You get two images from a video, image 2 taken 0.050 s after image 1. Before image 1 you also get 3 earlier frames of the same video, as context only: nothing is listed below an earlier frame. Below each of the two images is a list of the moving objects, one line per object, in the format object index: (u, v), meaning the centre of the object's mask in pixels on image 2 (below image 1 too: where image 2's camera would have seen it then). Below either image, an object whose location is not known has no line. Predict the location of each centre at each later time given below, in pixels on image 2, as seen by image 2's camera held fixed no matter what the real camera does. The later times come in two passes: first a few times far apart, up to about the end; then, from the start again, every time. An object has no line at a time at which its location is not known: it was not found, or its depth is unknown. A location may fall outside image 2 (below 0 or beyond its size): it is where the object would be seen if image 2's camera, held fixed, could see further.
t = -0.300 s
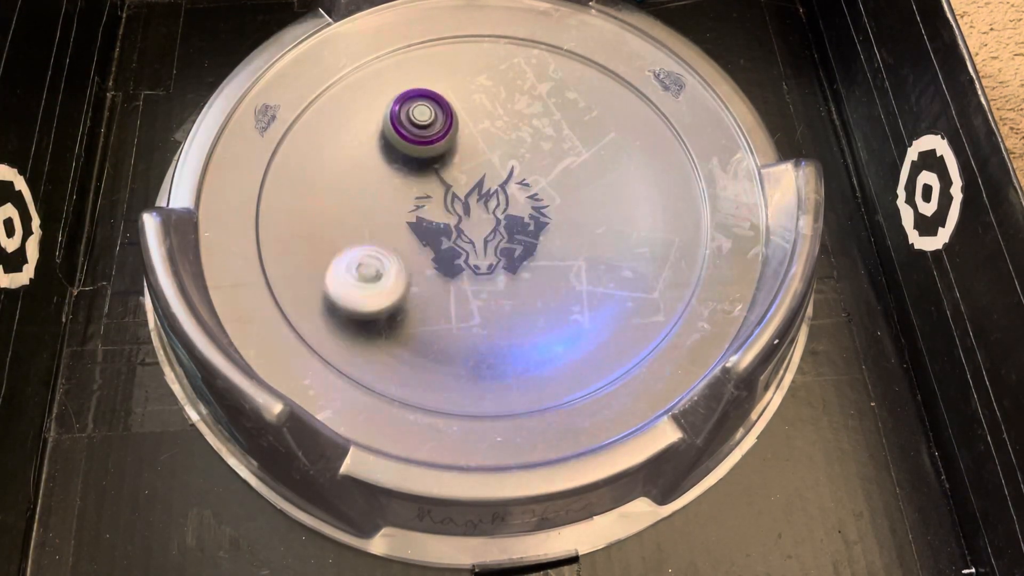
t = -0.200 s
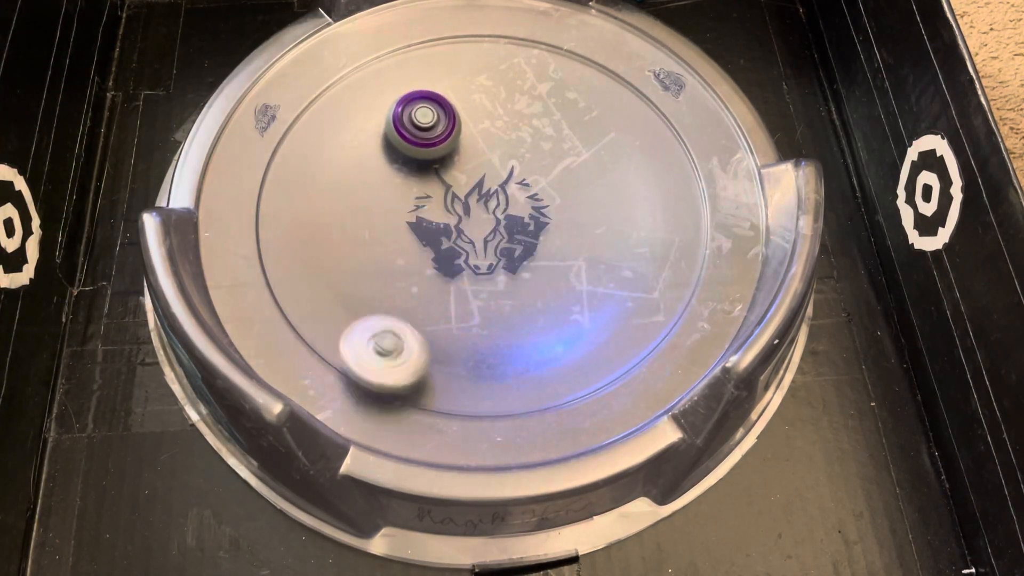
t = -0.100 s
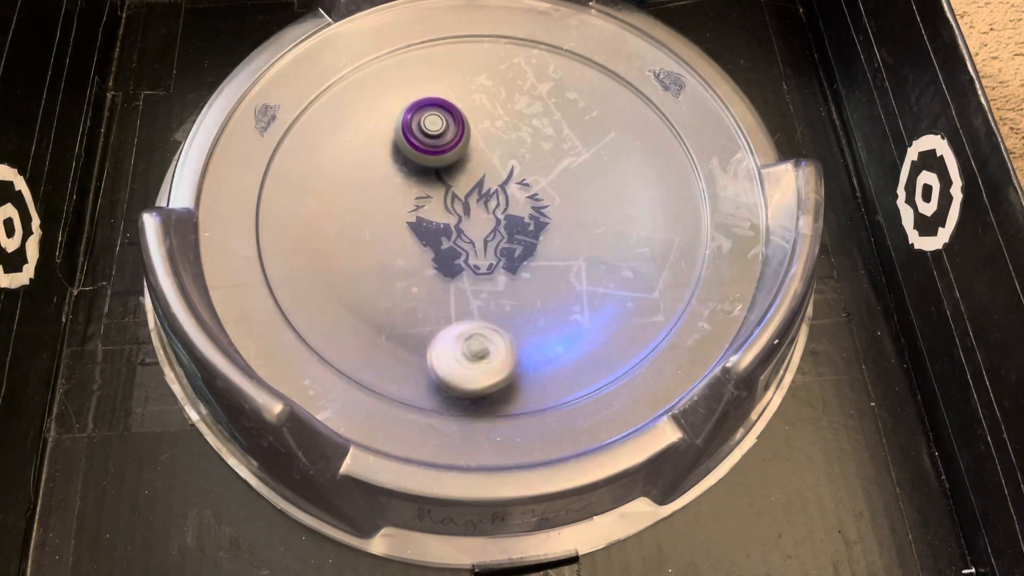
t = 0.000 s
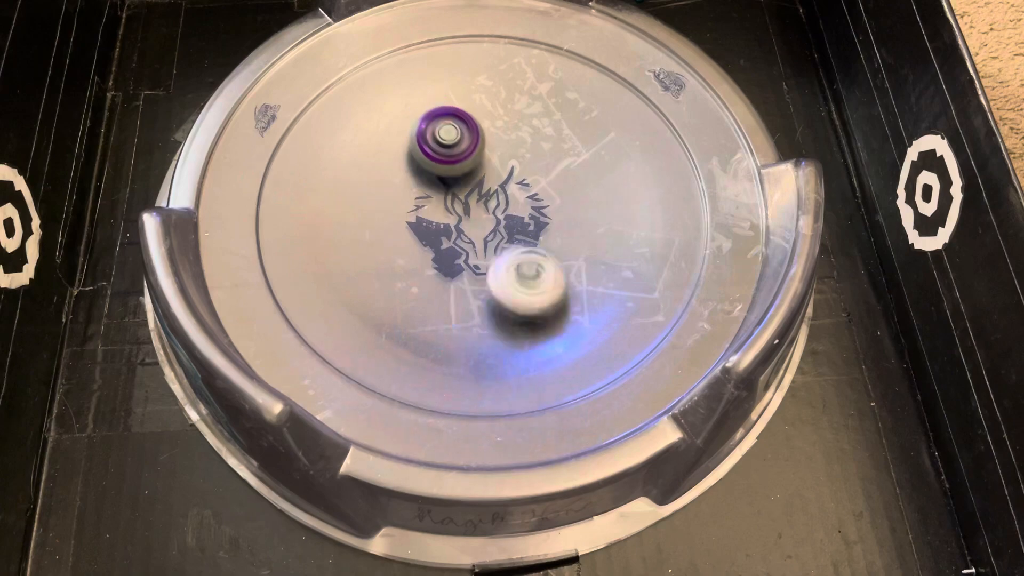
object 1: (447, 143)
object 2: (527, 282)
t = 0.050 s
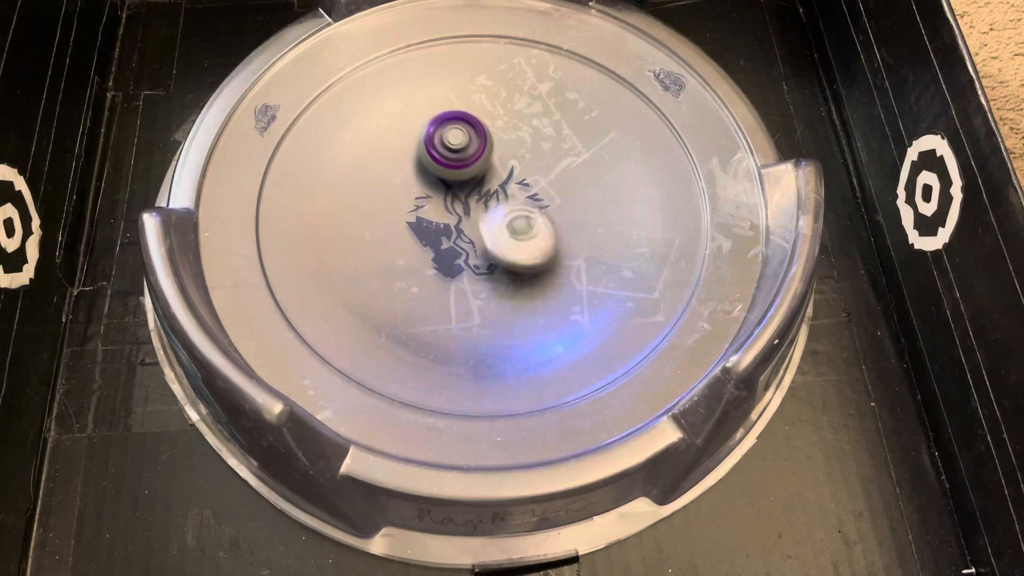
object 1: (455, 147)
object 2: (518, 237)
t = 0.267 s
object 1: (474, 147)
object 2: (559, 374)
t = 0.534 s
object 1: (570, 330)
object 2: (517, 229)
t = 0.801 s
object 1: (565, 147)
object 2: (336, 264)
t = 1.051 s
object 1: (535, 36)
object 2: (454, 312)
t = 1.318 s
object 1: (501, 39)
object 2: (454, 141)
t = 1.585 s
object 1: (504, 71)
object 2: (314, 140)
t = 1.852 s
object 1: (498, 153)
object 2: (480, 220)
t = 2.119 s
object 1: (522, 207)
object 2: (625, 214)
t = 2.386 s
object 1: (518, 271)
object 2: (538, 133)
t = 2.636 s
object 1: (508, 303)
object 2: (442, 255)
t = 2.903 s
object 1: (626, 306)
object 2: (369, 308)
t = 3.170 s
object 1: (614, 212)
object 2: (393, 275)
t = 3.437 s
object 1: (520, 138)
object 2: (387, 147)
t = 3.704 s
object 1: (442, 118)
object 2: (342, 127)
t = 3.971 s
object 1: (462, 133)
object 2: (434, 199)
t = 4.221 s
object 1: (473, 148)
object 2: (563, 213)
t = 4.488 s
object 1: (489, 185)
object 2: (571, 144)
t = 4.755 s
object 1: (477, 270)
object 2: (506, 202)
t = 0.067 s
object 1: (458, 148)
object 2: (511, 222)
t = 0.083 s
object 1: (460, 149)
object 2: (502, 210)
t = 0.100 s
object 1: (453, 108)
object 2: (505, 236)
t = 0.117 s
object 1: (448, 72)
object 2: (509, 265)
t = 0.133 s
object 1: (440, 36)
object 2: (514, 293)
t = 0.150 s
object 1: (436, 16)
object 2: (519, 316)
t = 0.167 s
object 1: (440, 20)
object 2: (525, 334)
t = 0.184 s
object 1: (445, 27)
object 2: (530, 354)
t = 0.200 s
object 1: (450, 37)
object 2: (536, 371)
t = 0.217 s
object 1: (455, 56)
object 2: (541, 381)
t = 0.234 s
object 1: (461, 83)
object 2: (548, 392)
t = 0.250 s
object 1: (467, 113)
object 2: (554, 388)
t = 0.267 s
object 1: (474, 147)
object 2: (559, 374)
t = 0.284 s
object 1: (478, 187)
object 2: (564, 364)
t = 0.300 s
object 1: (488, 234)
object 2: (569, 353)
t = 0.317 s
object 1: (494, 253)
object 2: (573, 343)
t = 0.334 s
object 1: (505, 258)
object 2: (579, 332)
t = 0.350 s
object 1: (518, 267)
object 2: (585, 324)
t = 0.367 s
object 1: (529, 277)
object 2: (593, 317)
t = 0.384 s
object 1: (537, 285)
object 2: (597, 308)
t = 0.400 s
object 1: (546, 296)
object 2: (602, 295)
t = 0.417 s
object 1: (554, 310)
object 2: (596, 278)
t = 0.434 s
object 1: (561, 324)
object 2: (580, 268)
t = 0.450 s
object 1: (567, 344)
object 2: (571, 263)
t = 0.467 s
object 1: (570, 354)
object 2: (561, 256)
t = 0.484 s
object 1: (570, 349)
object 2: (551, 248)
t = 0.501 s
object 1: (570, 343)
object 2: (540, 241)
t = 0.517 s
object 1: (570, 338)
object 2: (529, 235)
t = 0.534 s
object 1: (570, 330)
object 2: (517, 229)
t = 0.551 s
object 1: (570, 322)
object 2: (505, 225)
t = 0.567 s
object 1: (569, 313)
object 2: (493, 222)
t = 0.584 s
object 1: (568, 302)
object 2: (480, 219)
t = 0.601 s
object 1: (568, 291)
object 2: (466, 218)
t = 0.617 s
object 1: (566, 278)
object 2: (453, 217)
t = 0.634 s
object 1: (564, 264)
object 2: (438, 216)
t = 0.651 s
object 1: (562, 248)
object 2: (426, 217)
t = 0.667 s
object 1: (563, 233)
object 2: (412, 219)
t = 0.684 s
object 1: (564, 217)
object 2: (399, 221)
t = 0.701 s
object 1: (564, 205)
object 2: (387, 225)
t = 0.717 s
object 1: (565, 193)
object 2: (375, 229)
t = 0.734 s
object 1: (565, 183)
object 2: (365, 235)
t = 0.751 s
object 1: (565, 174)
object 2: (355, 240)
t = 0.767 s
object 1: (565, 166)
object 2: (347, 247)
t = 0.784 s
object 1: (565, 156)
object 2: (340, 255)
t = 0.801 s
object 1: (565, 147)
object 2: (336, 264)
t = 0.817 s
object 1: (565, 137)
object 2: (333, 274)
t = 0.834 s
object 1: (564, 129)
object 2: (332, 284)
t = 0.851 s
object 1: (563, 120)
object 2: (333, 294)
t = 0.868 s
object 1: (562, 111)
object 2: (335, 303)
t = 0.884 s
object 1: (560, 102)
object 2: (339, 311)
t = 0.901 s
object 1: (558, 94)
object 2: (345, 318)
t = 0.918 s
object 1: (556, 86)
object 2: (354, 324)
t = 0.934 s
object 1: (555, 77)
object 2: (365, 327)
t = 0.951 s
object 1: (553, 70)
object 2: (377, 330)
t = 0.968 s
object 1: (552, 62)
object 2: (388, 330)
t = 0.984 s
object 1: (550, 55)
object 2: (401, 330)
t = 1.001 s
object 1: (549, 48)
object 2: (415, 328)
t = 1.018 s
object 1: (547, 42)
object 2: (429, 325)
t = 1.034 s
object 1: (544, 38)
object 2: (442, 319)
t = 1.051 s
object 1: (535, 36)
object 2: (454, 312)
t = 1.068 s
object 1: (527, 39)
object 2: (464, 304)
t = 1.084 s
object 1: (520, 39)
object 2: (472, 295)
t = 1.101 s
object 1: (514, 38)
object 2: (480, 284)
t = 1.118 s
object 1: (509, 38)
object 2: (485, 274)
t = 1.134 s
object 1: (506, 37)
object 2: (489, 262)
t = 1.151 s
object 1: (504, 38)
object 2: (491, 250)
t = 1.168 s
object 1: (503, 38)
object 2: (492, 238)
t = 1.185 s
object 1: (502, 38)
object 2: (493, 226)
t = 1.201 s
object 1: (501, 38)
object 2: (492, 214)
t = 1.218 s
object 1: (501, 38)
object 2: (489, 203)
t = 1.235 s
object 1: (501, 38)
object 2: (485, 191)
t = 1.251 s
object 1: (501, 38)
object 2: (480, 179)
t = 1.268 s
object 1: (501, 39)
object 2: (474, 169)
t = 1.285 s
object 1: (501, 38)
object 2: (469, 160)
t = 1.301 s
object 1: (501, 39)
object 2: (461, 151)
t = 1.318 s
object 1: (501, 39)
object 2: (454, 141)
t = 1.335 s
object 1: (501, 40)
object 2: (445, 133)
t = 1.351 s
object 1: (501, 40)
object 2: (435, 125)
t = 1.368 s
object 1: (502, 41)
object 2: (425, 119)
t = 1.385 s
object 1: (502, 43)
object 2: (415, 114)
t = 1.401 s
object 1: (502, 44)
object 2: (403, 109)
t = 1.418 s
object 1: (502, 46)
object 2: (393, 106)
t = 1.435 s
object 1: (503, 48)
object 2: (381, 103)
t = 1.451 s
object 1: (503, 50)
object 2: (370, 102)
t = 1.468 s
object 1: (503, 52)
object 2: (358, 102)
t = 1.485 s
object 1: (504, 54)
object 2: (348, 102)
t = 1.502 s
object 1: (504, 56)
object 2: (337, 105)
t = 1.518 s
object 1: (504, 59)
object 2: (329, 109)
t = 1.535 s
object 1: (505, 61)
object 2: (322, 115)
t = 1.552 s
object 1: (504, 65)
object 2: (317, 122)
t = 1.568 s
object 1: (504, 68)
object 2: (315, 130)
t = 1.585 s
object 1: (504, 71)
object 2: (314, 140)
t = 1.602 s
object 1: (504, 75)
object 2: (316, 149)
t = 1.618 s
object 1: (504, 78)
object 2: (319, 158)
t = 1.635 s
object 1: (503, 82)
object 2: (324, 167)
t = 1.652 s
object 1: (502, 87)
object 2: (330, 178)
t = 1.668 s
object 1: (502, 91)
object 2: (338, 187)
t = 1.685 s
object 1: (501, 96)
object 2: (347, 196)
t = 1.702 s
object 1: (500, 101)
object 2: (357, 205)
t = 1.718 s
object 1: (499, 106)
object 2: (369, 212)
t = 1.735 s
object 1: (499, 112)
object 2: (383, 218)
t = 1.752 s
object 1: (498, 118)
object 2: (397, 221)
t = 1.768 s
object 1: (498, 123)
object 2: (410, 224)
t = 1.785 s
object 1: (498, 129)
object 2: (424, 226)
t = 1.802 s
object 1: (498, 135)
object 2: (438, 227)
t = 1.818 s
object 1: (498, 141)
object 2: (453, 226)
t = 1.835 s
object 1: (498, 148)
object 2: (467, 223)
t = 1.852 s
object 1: (498, 153)
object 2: (480, 220)
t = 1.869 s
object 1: (501, 152)
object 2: (489, 225)
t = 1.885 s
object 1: (505, 147)
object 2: (496, 235)
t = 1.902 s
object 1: (510, 146)
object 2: (503, 243)
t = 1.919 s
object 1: (513, 147)
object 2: (510, 248)
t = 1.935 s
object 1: (518, 149)
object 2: (518, 250)
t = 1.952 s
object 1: (522, 154)
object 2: (526, 251)
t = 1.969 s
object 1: (526, 161)
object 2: (536, 252)
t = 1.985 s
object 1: (525, 166)
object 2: (546, 252)
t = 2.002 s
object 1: (525, 173)
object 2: (557, 251)
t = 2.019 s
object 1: (524, 178)
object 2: (568, 250)
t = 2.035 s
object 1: (523, 183)
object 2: (580, 247)
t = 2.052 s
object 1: (522, 188)
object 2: (592, 242)
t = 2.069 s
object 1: (522, 193)
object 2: (600, 236)
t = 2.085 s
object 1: (522, 198)
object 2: (610, 230)
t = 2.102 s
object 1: (522, 202)
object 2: (619, 223)
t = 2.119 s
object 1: (522, 207)
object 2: (625, 214)
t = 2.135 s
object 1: (522, 211)
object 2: (630, 206)
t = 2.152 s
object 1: (522, 217)
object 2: (635, 197)
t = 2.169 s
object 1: (521, 222)
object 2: (637, 187)
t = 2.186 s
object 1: (521, 226)
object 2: (637, 177)
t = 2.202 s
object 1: (521, 231)
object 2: (635, 168)
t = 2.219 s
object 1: (521, 235)
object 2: (632, 159)
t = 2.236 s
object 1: (520, 239)
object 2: (627, 152)
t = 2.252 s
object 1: (521, 244)
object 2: (620, 145)
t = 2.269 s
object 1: (520, 247)
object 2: (612, 139)
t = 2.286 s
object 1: (519, 251)
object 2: (604, 134)
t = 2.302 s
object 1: (519, 255)
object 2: (593, 131)
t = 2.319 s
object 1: (519, 258)
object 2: (583, 129)
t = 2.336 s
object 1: (519, 263)
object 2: (572, 128)
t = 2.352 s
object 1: (519, 266)
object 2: (561, 129)
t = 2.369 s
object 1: (518, 268)
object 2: (549, 131)
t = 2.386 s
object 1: (518, 271)
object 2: (538, 133)
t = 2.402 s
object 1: (517, 274)
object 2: (526, 138)
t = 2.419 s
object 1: (517, 277)
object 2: (516, 142)
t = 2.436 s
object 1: (516, 279)
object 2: (506, 149)
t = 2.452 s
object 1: (515, 281)
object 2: (496, 155)
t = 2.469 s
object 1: (515, 284)
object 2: (487, 163)
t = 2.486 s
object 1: (514, 286)
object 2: (478, 171)
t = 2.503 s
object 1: (514, 288)
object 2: (471, 180)
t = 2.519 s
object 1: (513, 290)
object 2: (464, 189)
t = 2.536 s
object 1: (511, 292)
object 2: (459, 198)
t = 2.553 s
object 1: (511, 293)
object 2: (455, 208)
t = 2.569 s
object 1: (509, 295)
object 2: (451, 219)
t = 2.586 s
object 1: (508, 296)
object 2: (448, 229)
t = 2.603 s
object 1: (507, 297)
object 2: (447, 240)
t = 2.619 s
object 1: (506, 298)
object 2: (446, 250)
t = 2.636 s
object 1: (508, 303)
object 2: (442, 255)
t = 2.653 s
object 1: (516, 306)
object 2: (435, 258)
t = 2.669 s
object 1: (521, 309)
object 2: (429, 261)
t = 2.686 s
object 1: (525, 312)
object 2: (425, 264)
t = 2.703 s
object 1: (526, 314)
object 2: (423, 269)
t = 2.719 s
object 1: (527, 315)
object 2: (420, 275)
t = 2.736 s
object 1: (527, 315)
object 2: (419, 281)
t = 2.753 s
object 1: (526, 315)
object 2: (418, 289)
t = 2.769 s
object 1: (524, 315)
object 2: (420, 297)
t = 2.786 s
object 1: (523, 314)
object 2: (423, 304)
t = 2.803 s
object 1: (521, 313)
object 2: (428, 310)
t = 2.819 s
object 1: (529, 313)
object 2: (425, 313)
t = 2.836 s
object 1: (556, 314)
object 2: (407, 312)
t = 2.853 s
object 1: (582, 315)
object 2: (392, 311)
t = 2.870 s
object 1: (599, 313)
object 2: (382, 309)
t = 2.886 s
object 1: (614, 310)
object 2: (374, 308)
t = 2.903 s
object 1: (626, 306)
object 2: (369, 308)
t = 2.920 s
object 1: (632, 300)
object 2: (365, 309)
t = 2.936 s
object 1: (638, 295)
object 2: (363, 309)
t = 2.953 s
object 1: (639, 290)
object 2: (362, 309)
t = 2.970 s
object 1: (639, 285)
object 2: (361, 310)
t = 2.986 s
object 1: (639, 279)
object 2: (361, 310)
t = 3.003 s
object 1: (638, 274)
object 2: (361, 309)
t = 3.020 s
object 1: (637, 268)
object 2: (362, 309)
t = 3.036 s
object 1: (636, 261)
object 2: (364, 308)
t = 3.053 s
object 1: (635, 255)
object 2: (367, 307)
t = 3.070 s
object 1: (633, 248)
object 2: (370, 305)
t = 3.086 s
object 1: (631, 242)
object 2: (373, 302)
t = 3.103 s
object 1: (628, 236)
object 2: (378, 298)
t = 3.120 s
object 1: (625, 230)
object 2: (381, 294)
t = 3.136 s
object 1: (622, 224)
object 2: (386, 288)
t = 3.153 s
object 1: (618, 217)
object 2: (390, 282)
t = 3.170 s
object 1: (614, 212)
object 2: (393, 275)
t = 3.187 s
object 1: (610, 206)
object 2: (396, 268)
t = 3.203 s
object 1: (605, 200)
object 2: (399, 259)
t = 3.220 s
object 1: (600, 194)
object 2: (401, 250)
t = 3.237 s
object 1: (595, 189)
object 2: (403, 241)
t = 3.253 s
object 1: (590, 183)
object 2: (403, 232)
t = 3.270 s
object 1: (584, 178)
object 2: (404, 223)
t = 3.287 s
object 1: (578, 173)
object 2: (405, 215)
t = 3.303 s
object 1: (572, 169)
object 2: (406, 207)
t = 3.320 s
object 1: (566, 164)
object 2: (405, 198)
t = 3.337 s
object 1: (560, 160)
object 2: (403, 189)
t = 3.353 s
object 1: (554, 156)
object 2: (401, 182)
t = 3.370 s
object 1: (548, 152)
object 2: (399, 174)
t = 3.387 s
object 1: (541, 148)
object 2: (397, 168)
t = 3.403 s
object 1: (534, 144)
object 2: (394, 160)
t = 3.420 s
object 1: (527, 141)
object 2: (390, 154)
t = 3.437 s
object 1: (520, 138)
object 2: (387, 147)
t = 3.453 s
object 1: (514, 135)
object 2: (383, 142)
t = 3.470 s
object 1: (506, 133)
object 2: (379, 135)
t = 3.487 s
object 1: (500, 130)
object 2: (374, 130)
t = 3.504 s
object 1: (493, 127)
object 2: (369, 126)
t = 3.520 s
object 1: (486, 126)
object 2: (364, 122)
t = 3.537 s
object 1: (479, 124)
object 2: (360, 118)
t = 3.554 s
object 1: (472, 122)
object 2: (355, 118)
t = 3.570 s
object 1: (466, 121)
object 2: (353, 116)
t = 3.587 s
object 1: (459, 120)
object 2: (351, 117)
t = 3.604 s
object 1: (453, 119)
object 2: (350, 116)
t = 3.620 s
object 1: (446, 118)
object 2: (349, 117)
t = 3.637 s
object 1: (440, 118)
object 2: (350, 117)
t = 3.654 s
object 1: (435, 117)
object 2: (351, 118)
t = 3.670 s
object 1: (431, 118)
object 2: (352, 121)
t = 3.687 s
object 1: (434, 118)
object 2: (347, 123)
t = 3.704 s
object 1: (442, 118)
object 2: (342, 127)
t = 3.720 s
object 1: (448, 120)
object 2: (341, 131)
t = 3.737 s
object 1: (451, 122)
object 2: (342, 137)
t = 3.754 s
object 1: (453, 125)
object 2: (346, 143)
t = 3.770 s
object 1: (454, 127)
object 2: (349, 148)
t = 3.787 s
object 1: (455, 129)
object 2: (353, 154)
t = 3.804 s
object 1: (455, 131)
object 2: (360, 159)
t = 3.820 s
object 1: (454, 134)
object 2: (368, 164)
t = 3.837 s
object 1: (455, 135)
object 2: (375, 168)
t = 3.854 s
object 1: (454, 137)
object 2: (383, 171)
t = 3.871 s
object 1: (455, 137)
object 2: (391, 175)
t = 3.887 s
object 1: (457, 136)
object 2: (397, 180)
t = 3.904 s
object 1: (459, 135)
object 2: (403, 184)
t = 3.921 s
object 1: (460, 135)
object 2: (412, 188)
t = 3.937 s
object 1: (460, 135)
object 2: (420, 192)
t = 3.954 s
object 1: (461, 134)
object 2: (428, 195)
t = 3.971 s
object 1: (462, 133)
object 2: (434, 199)
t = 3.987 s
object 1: (462, 132)
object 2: (443, 204)
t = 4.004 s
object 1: (463, 132)
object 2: (453, 209)
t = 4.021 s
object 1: (464, 132)
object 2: (460, 213)
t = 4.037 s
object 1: (464, 133)
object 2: (469, 215)
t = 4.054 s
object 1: (465, 133)
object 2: (477, 218)
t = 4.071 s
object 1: (465, 134)
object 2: (487, 220)
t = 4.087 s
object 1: (466, 135)
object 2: (496, 221)
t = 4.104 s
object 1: (467, 136)
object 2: (504, 222)
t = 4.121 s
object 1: (468, 137)
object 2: (514, 222)
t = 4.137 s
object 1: (469, 138)
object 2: (522, 222)
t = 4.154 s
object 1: (470, 140)
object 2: (532, 221)
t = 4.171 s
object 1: (471, 142)
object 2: (540, 220)
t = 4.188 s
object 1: (471, 143)
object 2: (547, 218)
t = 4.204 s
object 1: (473, 145)
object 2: (555, 216)
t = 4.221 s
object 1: (473, 148)
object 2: (563, 213)
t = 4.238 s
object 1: (475, 149)
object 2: (571, 209)
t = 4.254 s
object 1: (475, 152)
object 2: (578, 206)
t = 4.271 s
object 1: (476, 154)
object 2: (583, 202)
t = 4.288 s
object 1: (477, 155)
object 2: (589, 197)
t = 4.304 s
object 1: (478, 157)
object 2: (593, 192)
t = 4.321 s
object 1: (479, 159)
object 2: (597, 186)
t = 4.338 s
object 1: (480, 161)
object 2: (601, 180)
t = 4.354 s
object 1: (481, 164)
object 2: (602, 174)
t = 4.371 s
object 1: (482, 166)
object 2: (602, 168)
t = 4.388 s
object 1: (483, 168)
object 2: (602, 162)
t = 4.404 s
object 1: (484, 171)
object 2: (599, 157)
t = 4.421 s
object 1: (485, 173)
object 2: (595, 153)
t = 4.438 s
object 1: (486, 176)
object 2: (591, 149)
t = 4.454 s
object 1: (487, 179)
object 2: (585, 146)
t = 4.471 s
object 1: (489, 182)
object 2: (578, 144)
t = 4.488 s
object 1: (489, 185)
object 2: (571, 144)
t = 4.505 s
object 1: (490, 188)
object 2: (564, 144)
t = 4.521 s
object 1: (490, 191)
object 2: (557, 146)
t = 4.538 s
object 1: (491, 194)
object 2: (551, 147)
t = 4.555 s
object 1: (483, 202)
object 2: (548, 147)
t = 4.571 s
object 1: (480, 209)
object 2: (544, 147)
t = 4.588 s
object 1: (476, 216)
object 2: (539, 149)
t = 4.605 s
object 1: (475, 222)
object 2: (533, 152)
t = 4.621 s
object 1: (474, 228)
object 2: (529, 156)
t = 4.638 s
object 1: (474, 234)
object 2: (523, 161)
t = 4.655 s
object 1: (474, 239)
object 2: (520, 166)
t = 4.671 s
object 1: (474, 245)
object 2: (516, 171)
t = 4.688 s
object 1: (475, 250)
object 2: (513, 177)
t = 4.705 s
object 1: (475, 255)
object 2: (511, 183)
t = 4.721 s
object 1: (476, 260)
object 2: (509, 189)
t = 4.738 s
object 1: (476, 265)
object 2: (507, 196)
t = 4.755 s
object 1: (477, 270)
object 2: (506, 202)
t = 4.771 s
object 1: (477, 274)
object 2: (506, 208)
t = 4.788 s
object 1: (477, 278)
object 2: (506, 213)
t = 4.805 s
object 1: (477, 285)
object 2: (507, 218)
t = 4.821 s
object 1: (475, 292)
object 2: (509, 221)
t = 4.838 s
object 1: (474, 298)
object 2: (512, 224)
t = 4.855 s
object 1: (474, 303)
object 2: (515, 230)
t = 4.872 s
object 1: (474, 308)
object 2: (518, 233)
